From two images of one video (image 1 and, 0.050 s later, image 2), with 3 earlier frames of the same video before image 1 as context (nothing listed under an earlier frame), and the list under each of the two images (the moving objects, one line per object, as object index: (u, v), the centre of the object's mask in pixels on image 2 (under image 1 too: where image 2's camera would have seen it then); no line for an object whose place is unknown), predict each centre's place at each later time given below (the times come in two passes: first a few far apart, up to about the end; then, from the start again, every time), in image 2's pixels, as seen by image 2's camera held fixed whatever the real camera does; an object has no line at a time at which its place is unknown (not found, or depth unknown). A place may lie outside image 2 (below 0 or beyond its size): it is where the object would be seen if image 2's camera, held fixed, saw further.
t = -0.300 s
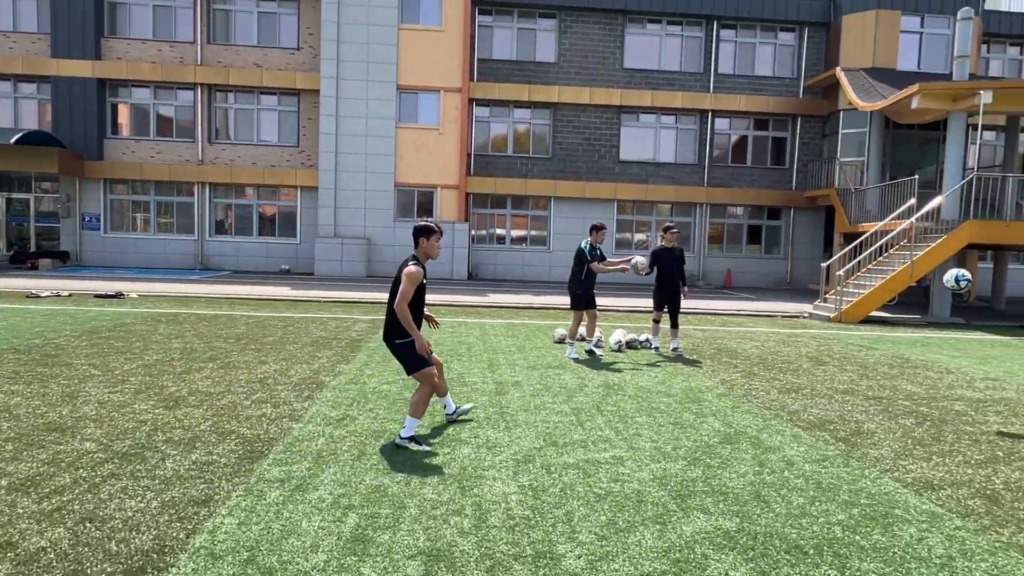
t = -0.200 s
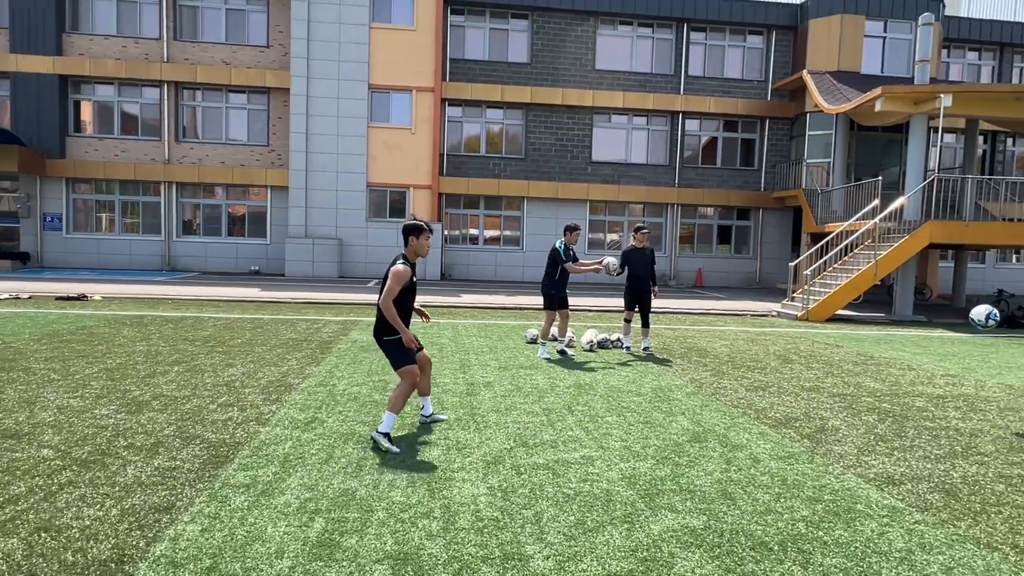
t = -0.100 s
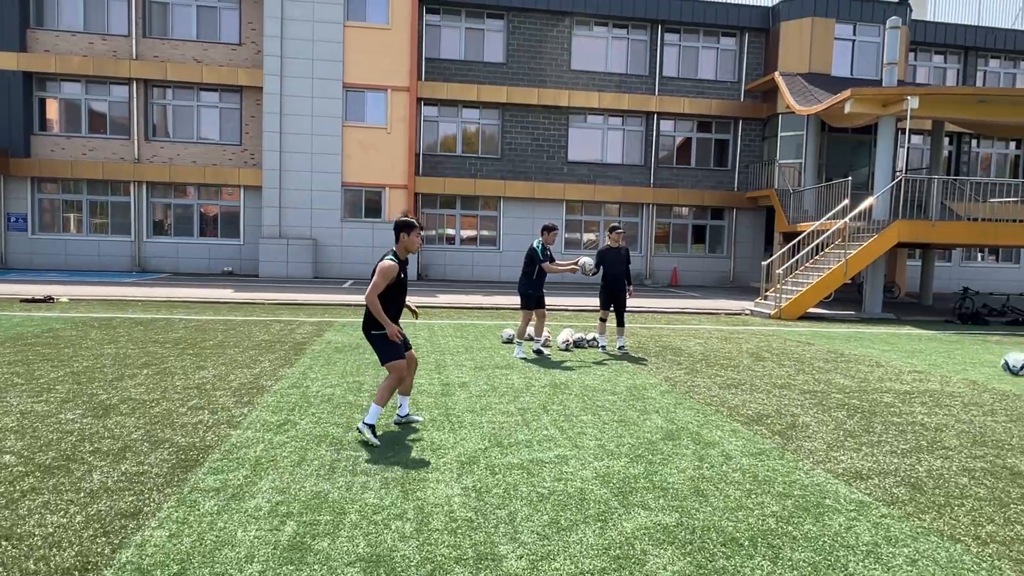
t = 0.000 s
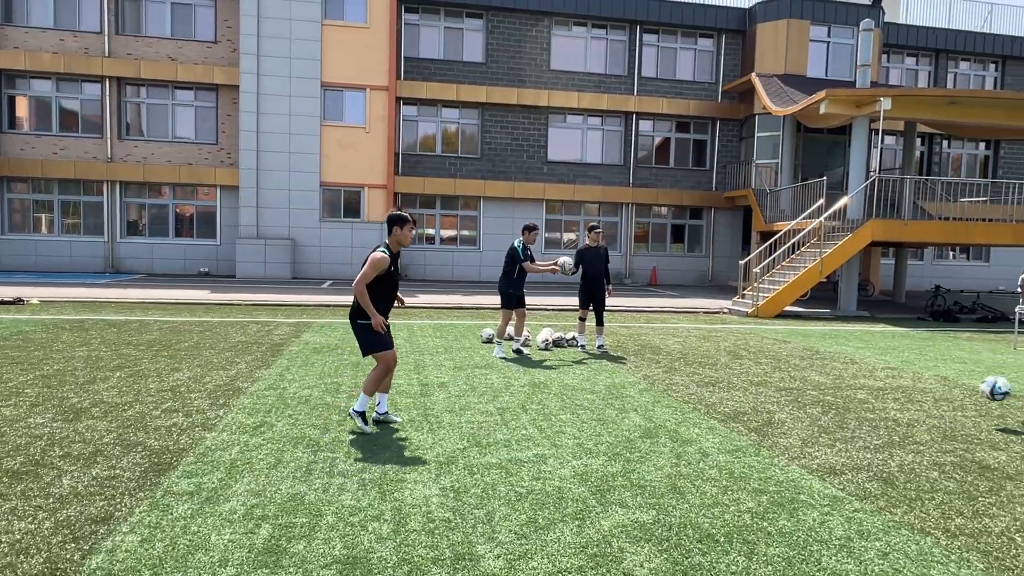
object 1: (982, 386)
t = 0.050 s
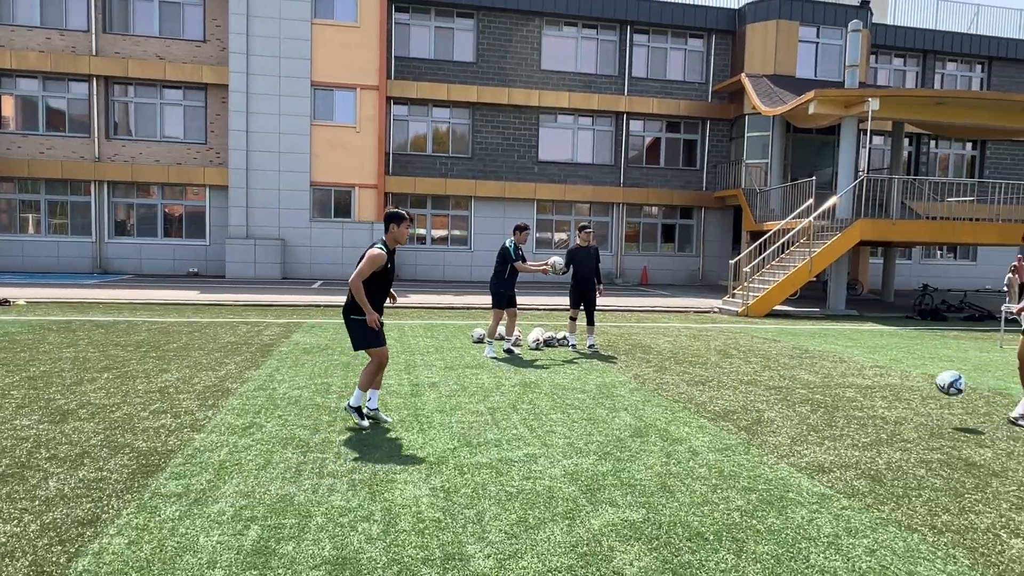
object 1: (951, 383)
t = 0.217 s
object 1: (842, 391)
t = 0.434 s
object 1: (716, 407)
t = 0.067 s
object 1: (941, 382)
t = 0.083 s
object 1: (930, 382)
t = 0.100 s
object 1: (919, 382)
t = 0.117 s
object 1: (909, 383)
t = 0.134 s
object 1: (898, 383)
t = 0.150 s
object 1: (887, 384)
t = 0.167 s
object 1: (875, 385)
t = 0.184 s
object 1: (865, 387)
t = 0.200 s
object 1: (853, 389)
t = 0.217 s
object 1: (842, 391)
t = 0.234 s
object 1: (831, 393)
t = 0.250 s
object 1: (819, 396)
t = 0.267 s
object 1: (808, 400)
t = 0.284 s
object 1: (796, 404)
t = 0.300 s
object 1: (784, 408)
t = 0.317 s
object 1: (773, 412)
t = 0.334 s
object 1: (760, 418)
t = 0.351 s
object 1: (751, 420)
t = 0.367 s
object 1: (744, 417)
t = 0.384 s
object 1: (737, 414)
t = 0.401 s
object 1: (730, 411)
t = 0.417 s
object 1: (723, 409)
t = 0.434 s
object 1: (716, 407)
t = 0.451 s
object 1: (708, 405)
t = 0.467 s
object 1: (702, 404)
